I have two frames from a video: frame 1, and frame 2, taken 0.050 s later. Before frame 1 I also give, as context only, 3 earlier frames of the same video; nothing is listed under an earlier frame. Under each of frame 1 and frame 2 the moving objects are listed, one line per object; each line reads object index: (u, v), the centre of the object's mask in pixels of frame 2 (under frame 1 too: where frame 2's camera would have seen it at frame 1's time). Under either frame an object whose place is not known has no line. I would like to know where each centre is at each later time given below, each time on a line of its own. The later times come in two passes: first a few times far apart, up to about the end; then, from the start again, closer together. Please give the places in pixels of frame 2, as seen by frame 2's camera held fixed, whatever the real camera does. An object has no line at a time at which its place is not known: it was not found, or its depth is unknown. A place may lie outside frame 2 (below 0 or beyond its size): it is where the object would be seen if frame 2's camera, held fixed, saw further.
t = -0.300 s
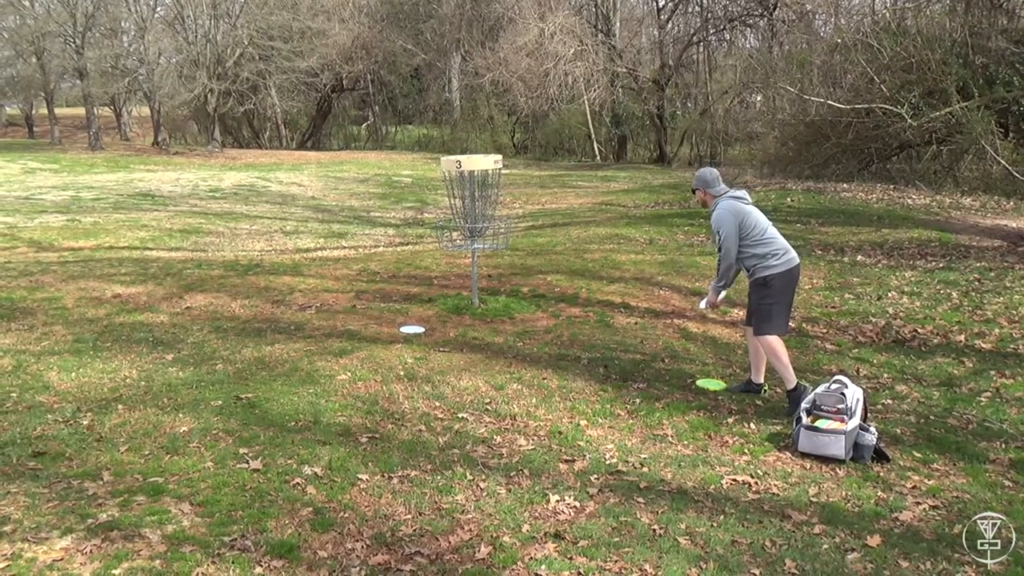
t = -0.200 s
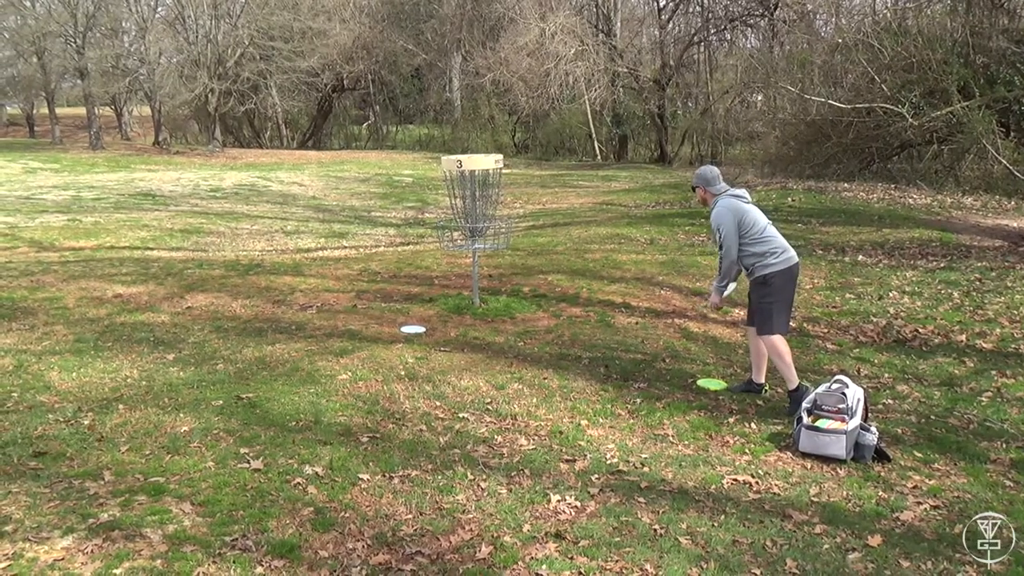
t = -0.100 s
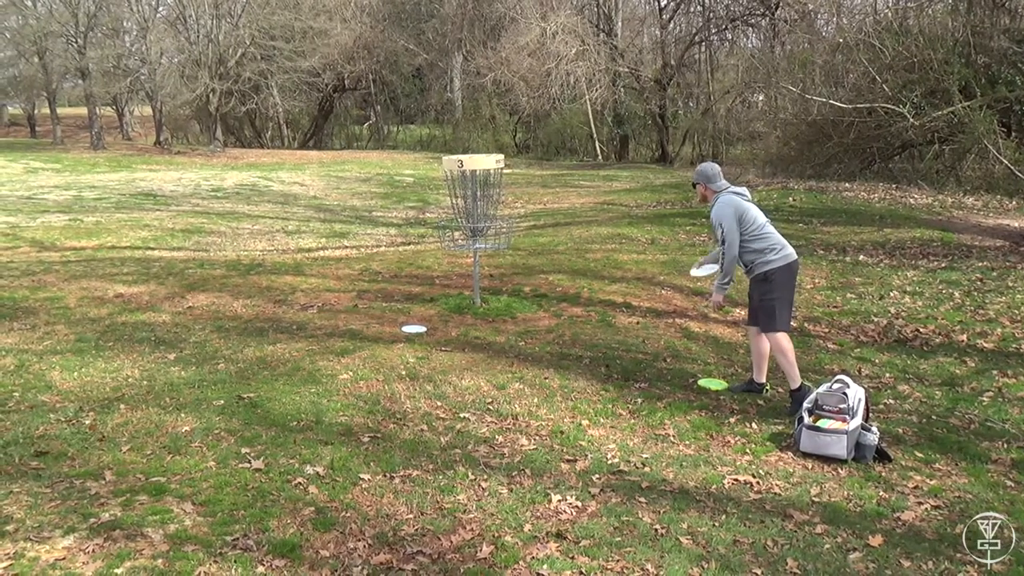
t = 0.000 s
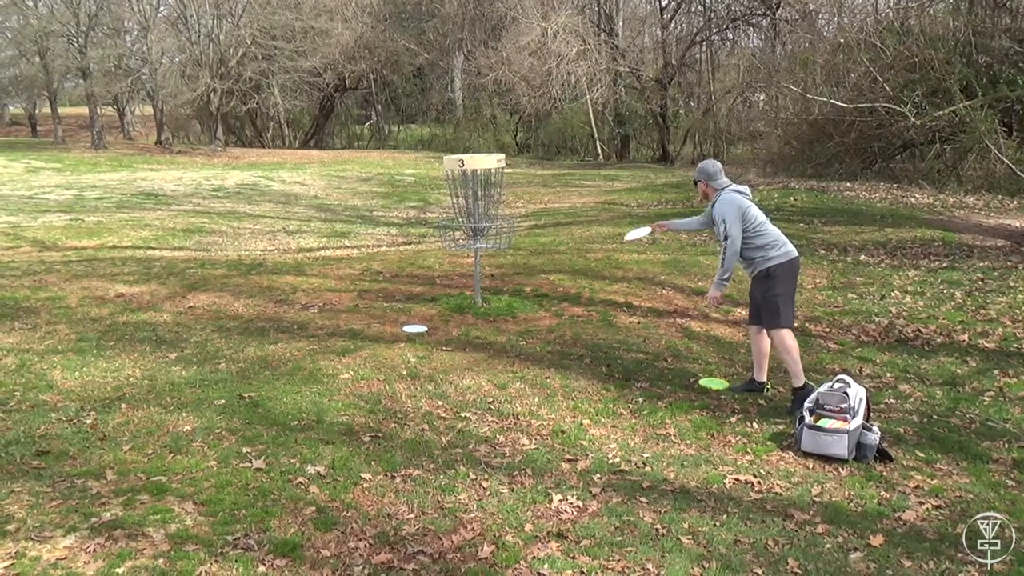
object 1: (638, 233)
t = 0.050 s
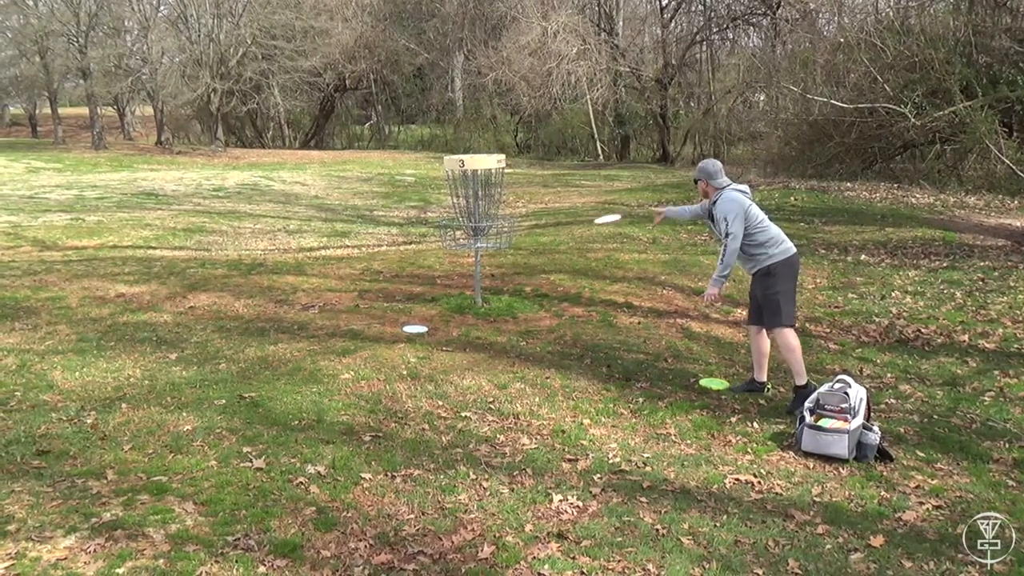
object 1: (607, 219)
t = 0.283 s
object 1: (495, 207)
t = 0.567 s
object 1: (484, 232)
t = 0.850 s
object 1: (488, 245)
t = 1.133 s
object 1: (488, 245)
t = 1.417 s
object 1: (489, 245)
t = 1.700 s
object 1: (489, 245)
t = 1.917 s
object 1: (489, 245)
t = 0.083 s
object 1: (588, 212)
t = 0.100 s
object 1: (579, 210)
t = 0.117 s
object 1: (570, 208)
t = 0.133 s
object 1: (561, 206)
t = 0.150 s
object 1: (553, 205)
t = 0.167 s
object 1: (546, 204)
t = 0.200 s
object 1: (529, 203)
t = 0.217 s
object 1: (521, 204)
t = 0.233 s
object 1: (514, 204)
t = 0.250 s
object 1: (507, 205)
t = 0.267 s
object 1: (500, 206)
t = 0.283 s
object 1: (495, 207)
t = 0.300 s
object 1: (491, 207)
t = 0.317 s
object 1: (489, 207)
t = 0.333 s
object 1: (486, 208)
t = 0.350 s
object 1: (486, 209)
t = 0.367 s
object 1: (486, 210)
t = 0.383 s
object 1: (485, 211)
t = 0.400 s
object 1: (485, 212)
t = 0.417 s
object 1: (484, 214)
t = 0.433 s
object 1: (484, 216)
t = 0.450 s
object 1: (483, 218)
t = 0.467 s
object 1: (483, 219)
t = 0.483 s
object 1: (483, 221)
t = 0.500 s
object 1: (483, 222)
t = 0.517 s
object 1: (483, 225)
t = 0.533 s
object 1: (483, 226)
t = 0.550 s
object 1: (484, 229)
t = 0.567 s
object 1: (484, 232)
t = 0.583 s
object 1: (484, 235)
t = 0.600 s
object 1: (485, 238)
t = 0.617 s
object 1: (485, 242)
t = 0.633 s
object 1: (486, 243)
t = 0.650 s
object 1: (486, 244)
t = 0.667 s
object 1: (486, 244)
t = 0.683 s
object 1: (486, 245)
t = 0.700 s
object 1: (487, 245)
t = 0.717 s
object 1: (488, 245)
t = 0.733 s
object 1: (487, 245)
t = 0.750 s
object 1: (487, 245)
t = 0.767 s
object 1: (487, 245)
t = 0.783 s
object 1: (487, 245)
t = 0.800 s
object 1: (488, 245)
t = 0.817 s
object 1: (488, 245)
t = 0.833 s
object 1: (488, 245)
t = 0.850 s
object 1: (488, 245)
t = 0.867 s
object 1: (489, 245)
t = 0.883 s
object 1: (488, 245)
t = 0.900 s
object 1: (489, 245)
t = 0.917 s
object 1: (488, 246)
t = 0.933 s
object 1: (488, 245)
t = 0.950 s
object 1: (488, 246)
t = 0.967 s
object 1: (488, 245)
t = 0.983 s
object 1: (489, 245)
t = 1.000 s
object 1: (489, 245)
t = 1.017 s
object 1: (488, 246)
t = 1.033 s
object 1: (488, 245)
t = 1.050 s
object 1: (488, 245)
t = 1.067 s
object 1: (489, 245)
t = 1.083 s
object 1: (488, 245)
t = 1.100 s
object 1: (488, 245)
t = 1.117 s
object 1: (488, 245)
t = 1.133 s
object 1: (488, 245)
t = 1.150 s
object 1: (488, 246)
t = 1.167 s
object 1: (488, 245)
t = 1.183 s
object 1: (488, 245)
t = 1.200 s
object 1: (489, 245)
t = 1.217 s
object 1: (488, 245)
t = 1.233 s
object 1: (489, 245)
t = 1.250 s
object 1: (488, 245)
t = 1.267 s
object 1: (488, 245)
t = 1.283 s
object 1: (488, 245)
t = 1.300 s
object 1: (488, 245)
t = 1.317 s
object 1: (488, 245)
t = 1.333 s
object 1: (489, 245)
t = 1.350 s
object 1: (489, 245)
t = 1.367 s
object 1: (489, 245)
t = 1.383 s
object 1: (488, 245)
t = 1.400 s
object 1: (489, 245)
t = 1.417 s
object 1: (489, 245)
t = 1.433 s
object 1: (489, 245)
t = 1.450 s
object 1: (488, 245)
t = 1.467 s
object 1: (488, 245)
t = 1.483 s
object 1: (489, 245)
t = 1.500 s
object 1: (488, 245)
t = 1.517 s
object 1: (489, 245)
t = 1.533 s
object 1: (488, 245)
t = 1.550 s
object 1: (488, 245)
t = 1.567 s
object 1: (488, 245)
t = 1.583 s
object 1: (488, 245)
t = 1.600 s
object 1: (488, 245)
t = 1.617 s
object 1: (488, 245)
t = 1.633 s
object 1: (488, 245)
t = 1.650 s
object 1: (488, 245)
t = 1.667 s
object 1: (488, 245)
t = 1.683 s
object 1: (488, 245)
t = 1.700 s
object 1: (489, 245)
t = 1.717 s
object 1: (489, 245)
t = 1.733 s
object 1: (489, 245)
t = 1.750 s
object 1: (489, 245)
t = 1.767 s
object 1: (489, 245)
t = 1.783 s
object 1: (489, 245)
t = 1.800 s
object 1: (489, 245)
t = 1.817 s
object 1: (489, 245)
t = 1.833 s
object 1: (489, 245)
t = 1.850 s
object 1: (489, 245)
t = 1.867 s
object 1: (489, 245)
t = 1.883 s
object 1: (489, 245)
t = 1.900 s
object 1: (489, 245)
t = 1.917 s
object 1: (489, 245)
